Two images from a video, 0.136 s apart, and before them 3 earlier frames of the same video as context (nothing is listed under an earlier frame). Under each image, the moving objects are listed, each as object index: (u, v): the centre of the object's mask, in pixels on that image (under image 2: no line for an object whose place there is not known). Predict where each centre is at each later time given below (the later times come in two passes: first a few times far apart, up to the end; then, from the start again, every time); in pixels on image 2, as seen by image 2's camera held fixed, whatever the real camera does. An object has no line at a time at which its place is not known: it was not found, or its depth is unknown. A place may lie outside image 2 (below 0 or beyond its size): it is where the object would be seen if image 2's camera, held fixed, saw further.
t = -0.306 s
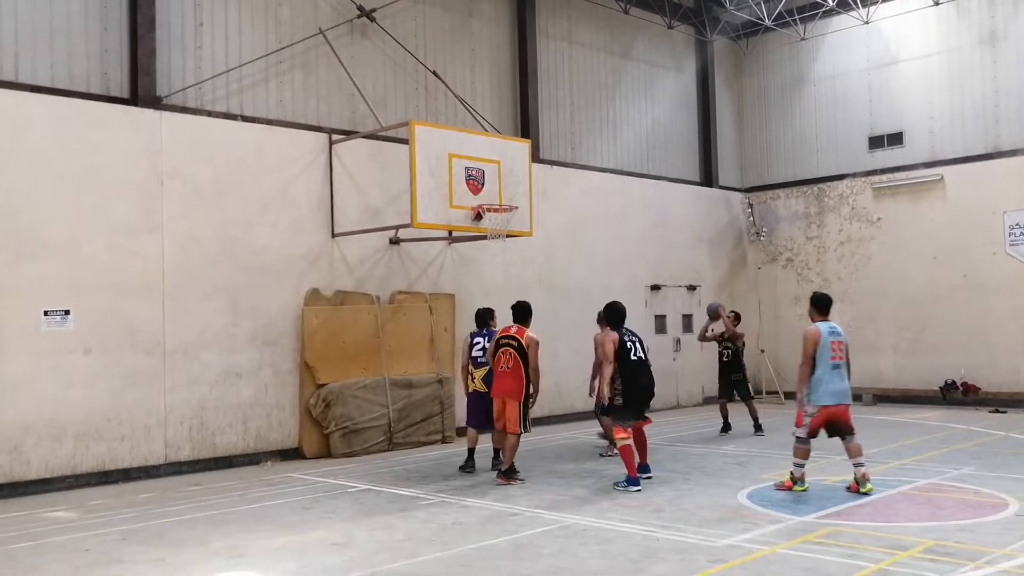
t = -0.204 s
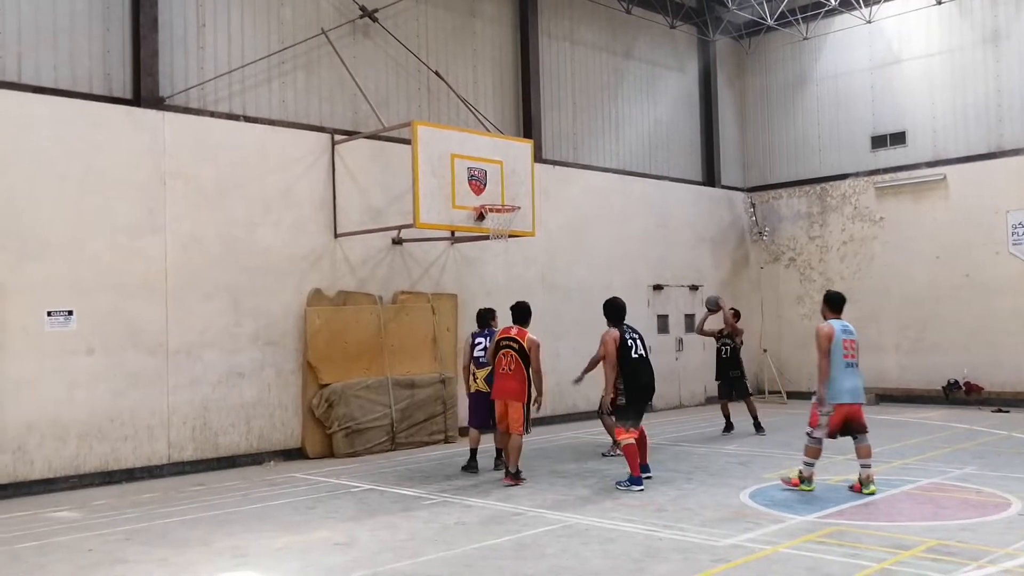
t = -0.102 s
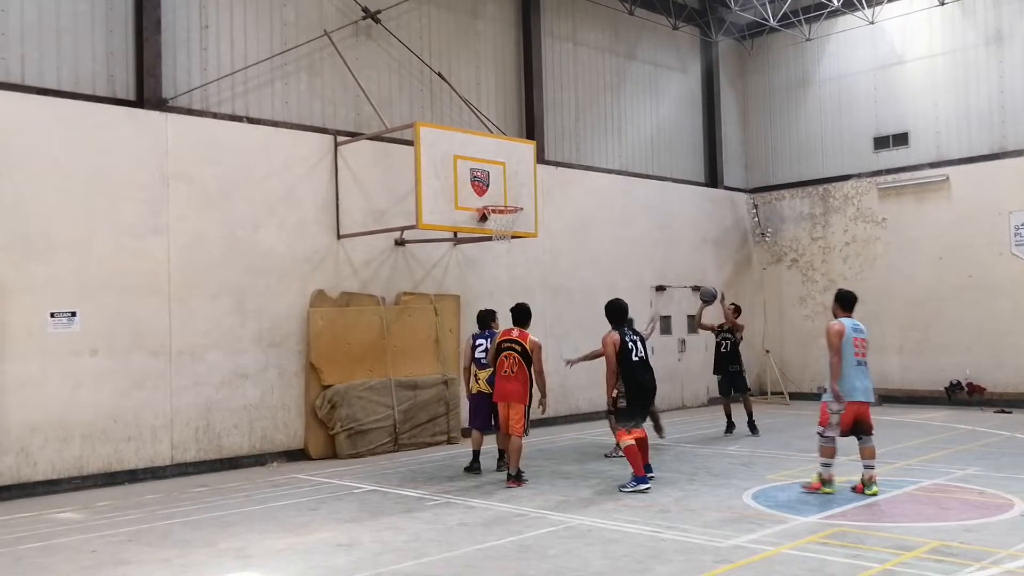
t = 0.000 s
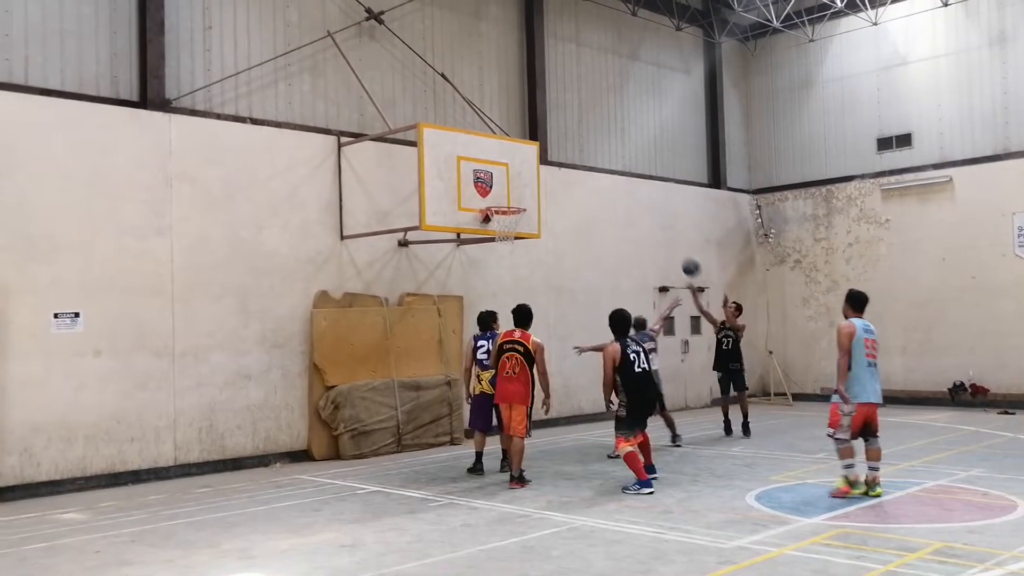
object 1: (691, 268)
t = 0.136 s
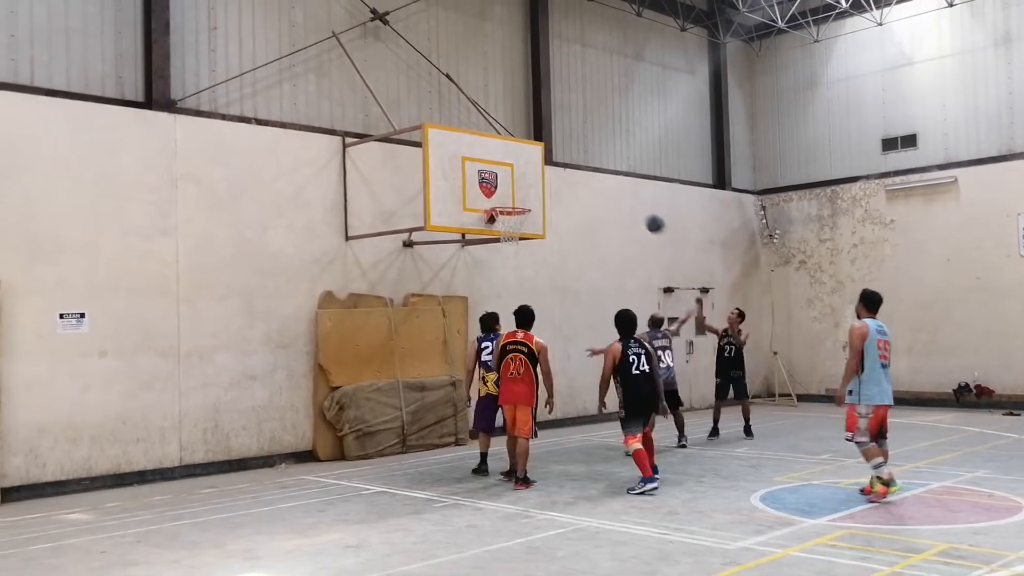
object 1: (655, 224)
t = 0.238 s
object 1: (624, 200)
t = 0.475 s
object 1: (551, 171)
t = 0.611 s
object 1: (520, 172)
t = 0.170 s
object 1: (644, 215)
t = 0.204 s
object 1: (634, 206)
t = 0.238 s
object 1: (624, 200)
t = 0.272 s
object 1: (614, 193)
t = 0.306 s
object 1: (604, 188)
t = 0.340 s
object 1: (594, 183)
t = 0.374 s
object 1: (584, 178)
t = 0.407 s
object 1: (573, 176)
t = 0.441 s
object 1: (562, 173)
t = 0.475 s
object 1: (551, 171)
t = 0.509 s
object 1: (540, 170)
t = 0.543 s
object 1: (529, 170)
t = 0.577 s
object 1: (521, 171)
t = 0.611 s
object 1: (520, 172)
